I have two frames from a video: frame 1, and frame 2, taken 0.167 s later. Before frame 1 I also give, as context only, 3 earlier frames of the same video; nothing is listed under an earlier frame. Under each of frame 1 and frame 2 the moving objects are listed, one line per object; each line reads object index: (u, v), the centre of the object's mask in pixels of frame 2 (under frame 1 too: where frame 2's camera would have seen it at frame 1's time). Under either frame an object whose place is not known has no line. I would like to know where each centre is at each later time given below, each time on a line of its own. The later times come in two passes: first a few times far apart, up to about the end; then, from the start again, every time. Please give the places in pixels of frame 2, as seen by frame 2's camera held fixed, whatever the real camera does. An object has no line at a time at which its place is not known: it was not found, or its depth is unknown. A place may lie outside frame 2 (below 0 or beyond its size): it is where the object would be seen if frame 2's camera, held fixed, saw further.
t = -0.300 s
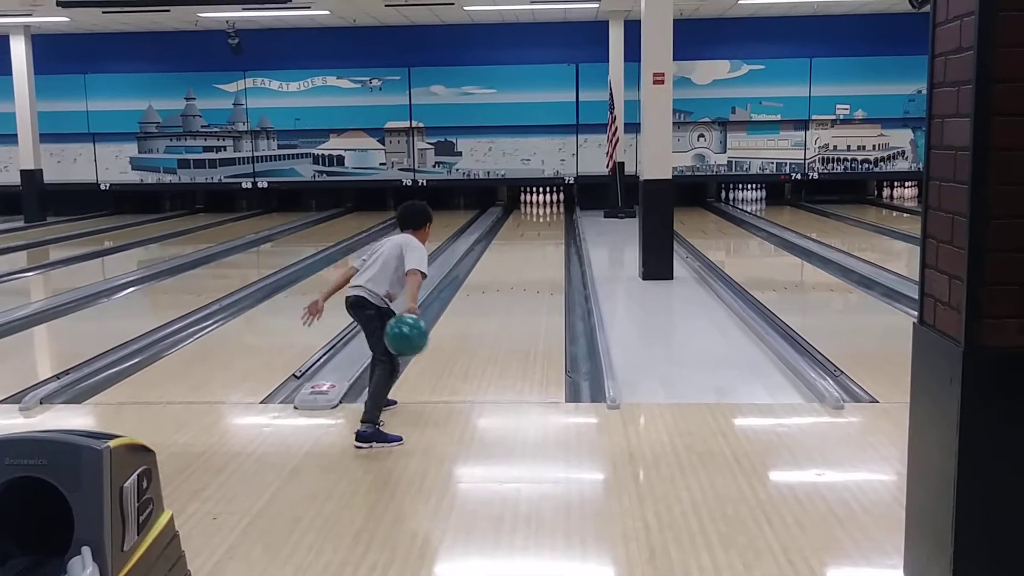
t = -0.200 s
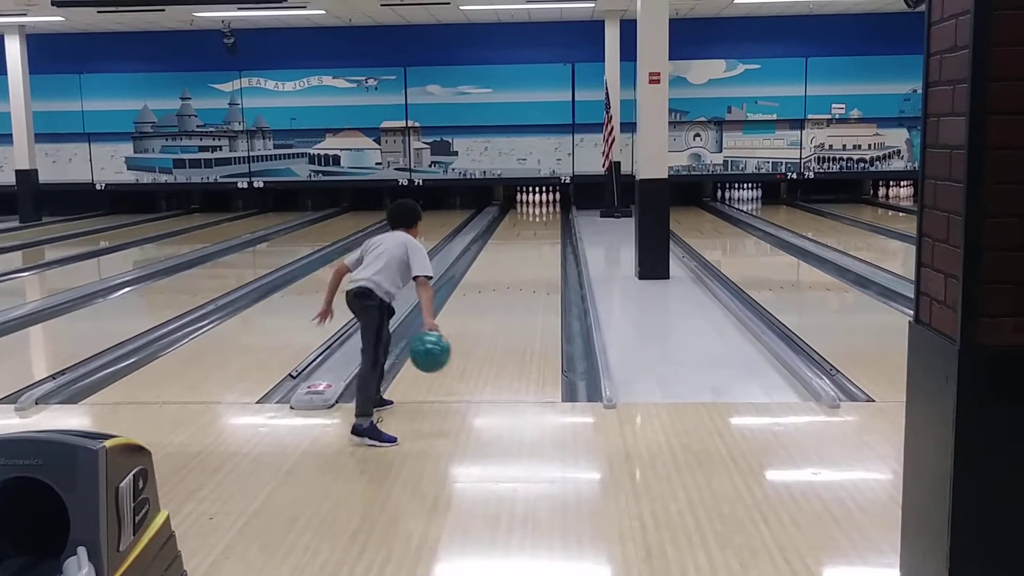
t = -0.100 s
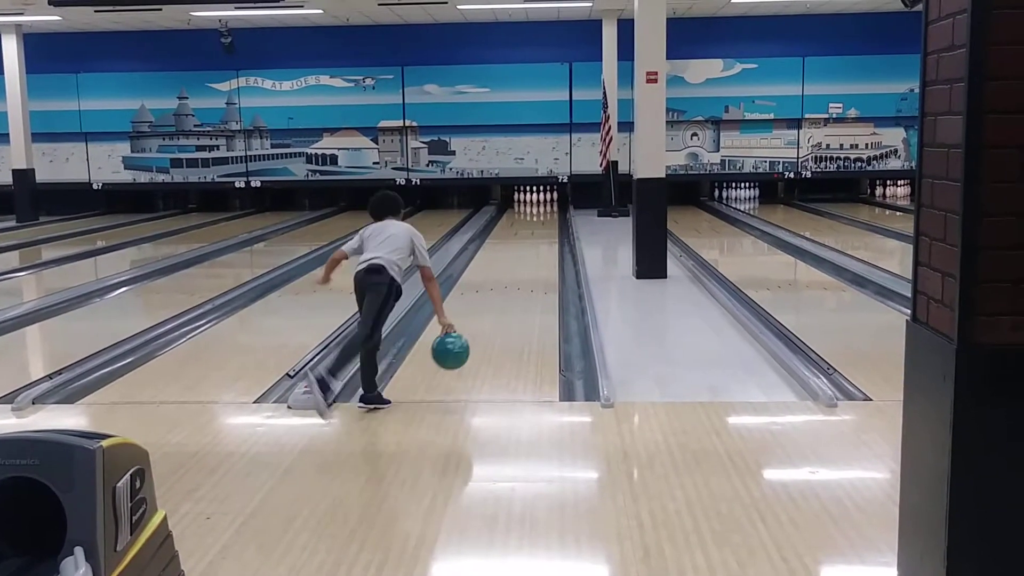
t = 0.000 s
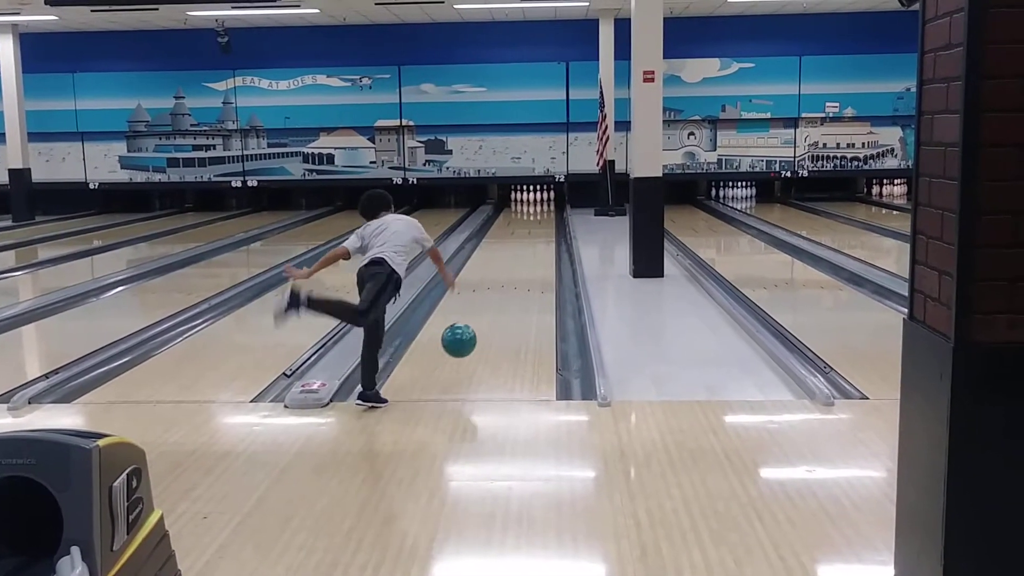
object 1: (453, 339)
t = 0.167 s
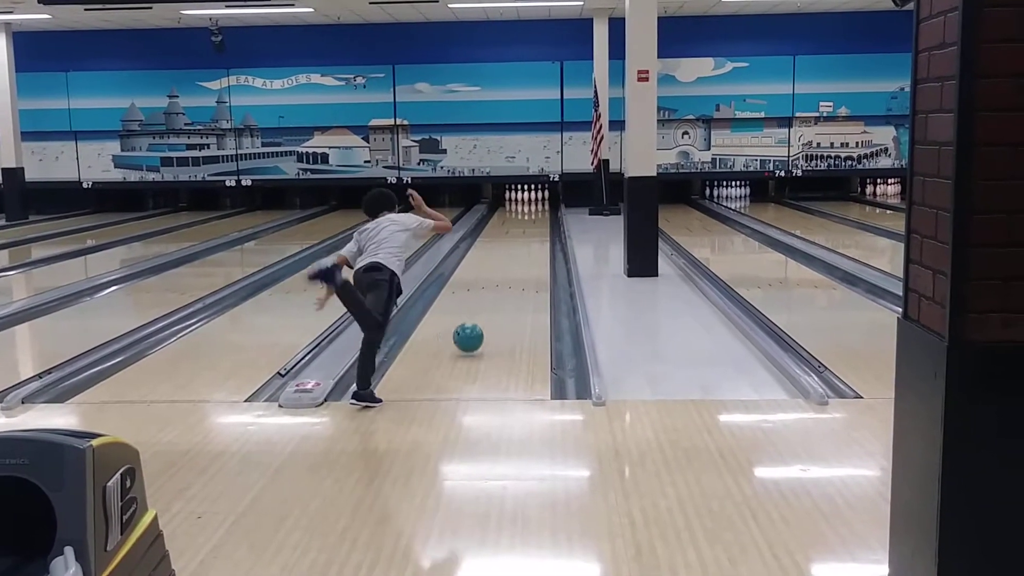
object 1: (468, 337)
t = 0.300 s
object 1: (477, 322)
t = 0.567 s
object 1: (490, 294)
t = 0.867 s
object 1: (501, 271)
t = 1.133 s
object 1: (508, 257)
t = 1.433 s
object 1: (514, 243)
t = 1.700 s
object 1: (519, 233)
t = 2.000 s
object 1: (523, 225)
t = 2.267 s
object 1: (525, 219)
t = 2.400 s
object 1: (526, 216)
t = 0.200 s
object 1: (471, 332)
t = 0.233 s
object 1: (473, 328)
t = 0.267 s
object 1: (475, 326)
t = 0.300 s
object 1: (477, 322)
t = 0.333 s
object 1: (479, 318)
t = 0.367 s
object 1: (481, 314)
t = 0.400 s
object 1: (482, 311)
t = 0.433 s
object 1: (484, 307)
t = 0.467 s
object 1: (486, 303)
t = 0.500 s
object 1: (487, 300)
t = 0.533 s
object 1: (489, 297)
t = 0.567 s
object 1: (490, 294)
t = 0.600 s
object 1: (491, 291)
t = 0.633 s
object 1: (493, 289)
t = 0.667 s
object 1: (494, 286)
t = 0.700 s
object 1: (495, 283)
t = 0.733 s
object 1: (497, 281)
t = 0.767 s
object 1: (498, 278)
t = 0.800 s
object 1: (499, 276)
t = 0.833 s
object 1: (500, 274)
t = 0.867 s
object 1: (501, 271)
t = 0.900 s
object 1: (502, 269)
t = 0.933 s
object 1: (503, 267)
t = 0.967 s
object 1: (504, 265)
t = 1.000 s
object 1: (505, 263)
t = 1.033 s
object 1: (506, 262)
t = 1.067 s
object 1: (507, 260)
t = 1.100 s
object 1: (507, 258)
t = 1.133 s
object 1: (508, 257)
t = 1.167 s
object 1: (509, 255)
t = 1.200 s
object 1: (510, 253)
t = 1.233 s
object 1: (510, 252)
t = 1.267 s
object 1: (511, 250)
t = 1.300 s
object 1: (511, 249)
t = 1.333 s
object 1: (512, 247)
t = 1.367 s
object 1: (513, 246)
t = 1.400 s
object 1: (514, 244)
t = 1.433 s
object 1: (514, 243)
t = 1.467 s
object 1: (515, 242)
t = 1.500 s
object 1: (515, 241)
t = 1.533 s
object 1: (515, 239)
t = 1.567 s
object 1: (516, 238)
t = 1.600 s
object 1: (517, 237)
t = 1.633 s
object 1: (517, 236)
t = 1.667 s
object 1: (518, 234)
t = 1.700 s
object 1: (519, 233)
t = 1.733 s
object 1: (519, 232)
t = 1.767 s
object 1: (519, 231)
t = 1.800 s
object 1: (520, 230)
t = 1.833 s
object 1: (521, 230)
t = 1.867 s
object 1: (521, 228)
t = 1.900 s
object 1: (521, 228)
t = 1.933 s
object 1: (522, 226)
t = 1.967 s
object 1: (522, 226)
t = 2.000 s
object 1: (523, 225)
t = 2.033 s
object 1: (523, 224)
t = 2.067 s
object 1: (524, 222)
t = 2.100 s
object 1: (524, 222)
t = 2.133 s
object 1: (524, 221)
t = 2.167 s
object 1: (524, 220)
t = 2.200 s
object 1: (524, 220)
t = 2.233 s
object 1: (525, 219)
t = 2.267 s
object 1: (525, 219)
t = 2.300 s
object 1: (525, 218)
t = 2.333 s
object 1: (525, 217)
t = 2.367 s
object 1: (525, 217)
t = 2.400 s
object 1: (526, 216)
